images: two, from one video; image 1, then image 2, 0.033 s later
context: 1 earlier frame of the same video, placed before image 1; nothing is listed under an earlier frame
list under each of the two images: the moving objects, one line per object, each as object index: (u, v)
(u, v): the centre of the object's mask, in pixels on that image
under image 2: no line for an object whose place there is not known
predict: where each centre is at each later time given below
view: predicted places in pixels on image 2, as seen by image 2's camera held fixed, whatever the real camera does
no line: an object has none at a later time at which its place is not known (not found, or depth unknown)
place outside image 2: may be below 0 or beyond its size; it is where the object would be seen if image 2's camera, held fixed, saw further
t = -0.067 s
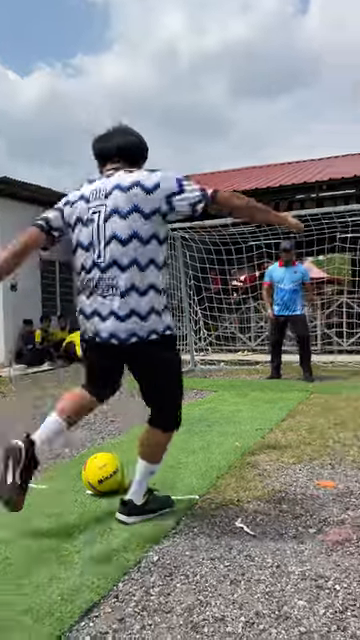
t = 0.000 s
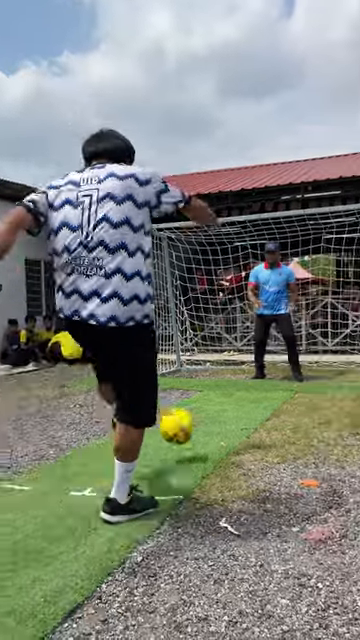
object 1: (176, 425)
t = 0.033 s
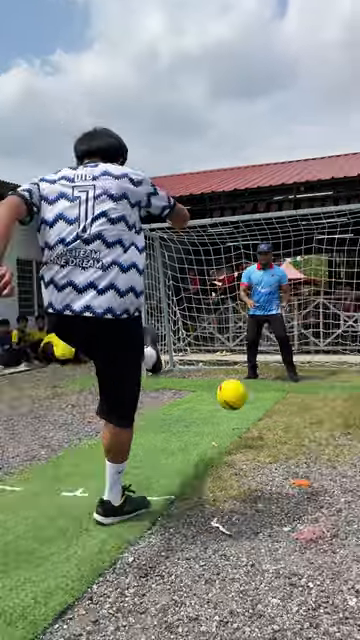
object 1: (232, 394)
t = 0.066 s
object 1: (280, 371)
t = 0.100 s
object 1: (320, 353)
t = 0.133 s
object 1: (354, 340)
